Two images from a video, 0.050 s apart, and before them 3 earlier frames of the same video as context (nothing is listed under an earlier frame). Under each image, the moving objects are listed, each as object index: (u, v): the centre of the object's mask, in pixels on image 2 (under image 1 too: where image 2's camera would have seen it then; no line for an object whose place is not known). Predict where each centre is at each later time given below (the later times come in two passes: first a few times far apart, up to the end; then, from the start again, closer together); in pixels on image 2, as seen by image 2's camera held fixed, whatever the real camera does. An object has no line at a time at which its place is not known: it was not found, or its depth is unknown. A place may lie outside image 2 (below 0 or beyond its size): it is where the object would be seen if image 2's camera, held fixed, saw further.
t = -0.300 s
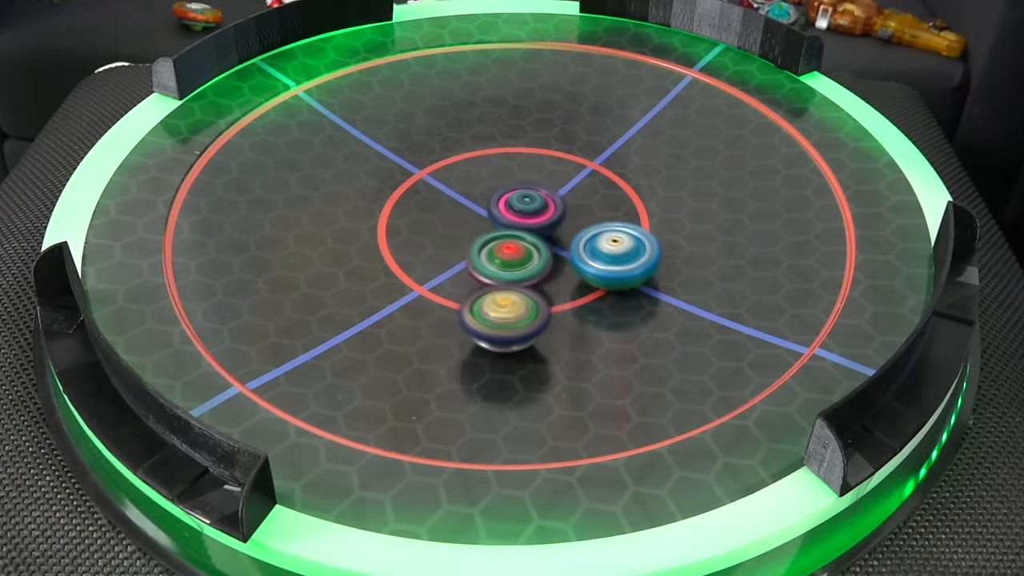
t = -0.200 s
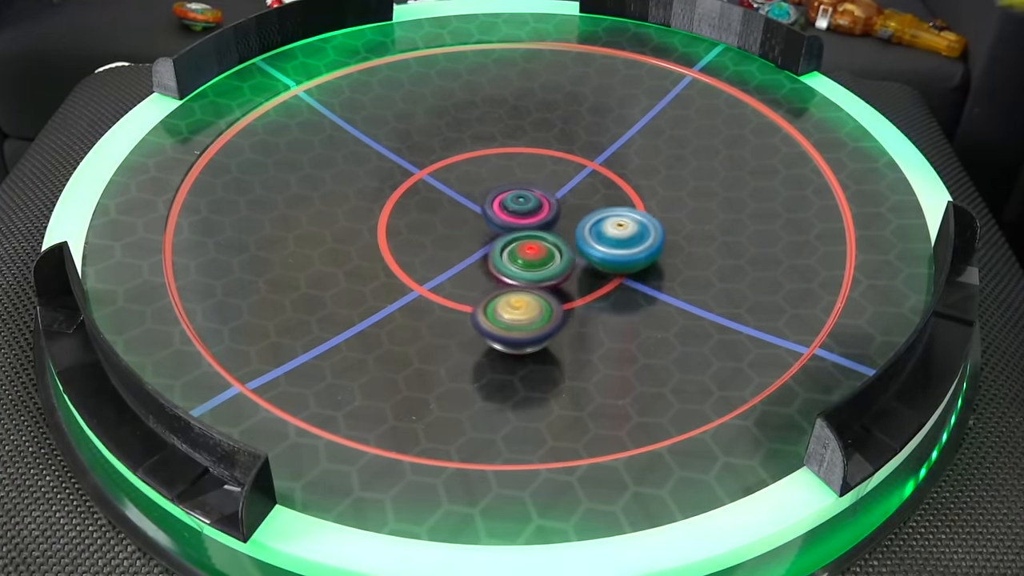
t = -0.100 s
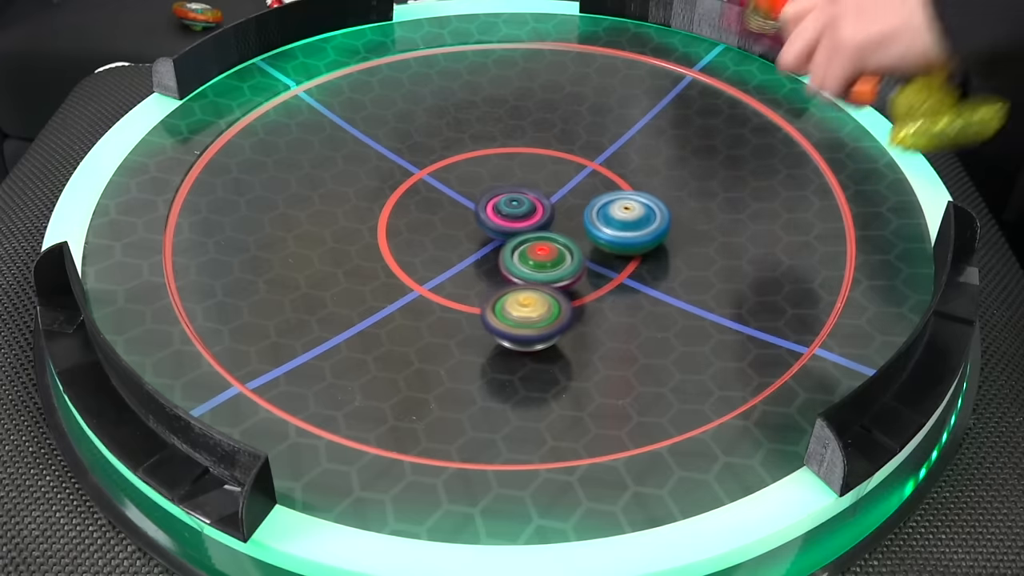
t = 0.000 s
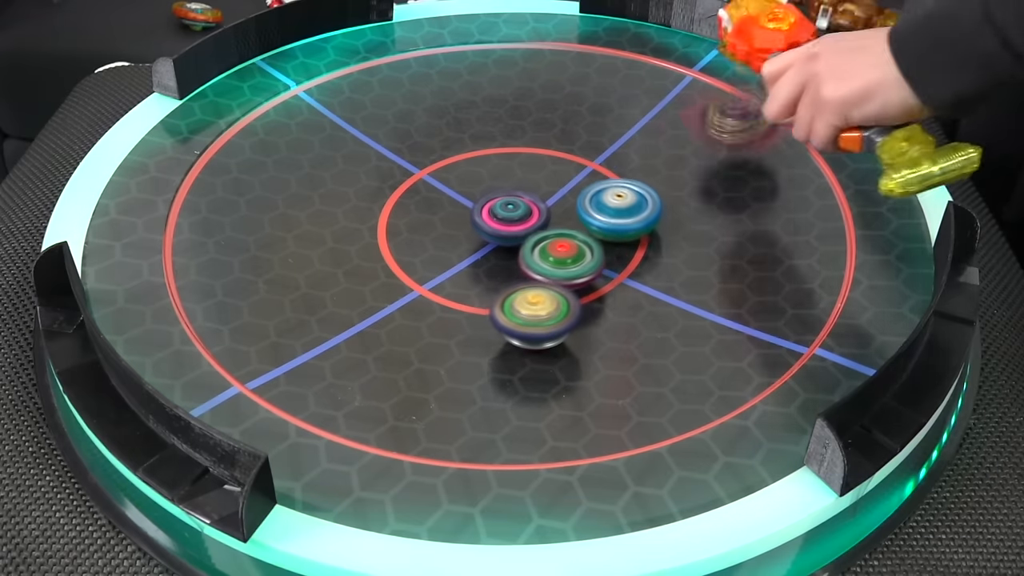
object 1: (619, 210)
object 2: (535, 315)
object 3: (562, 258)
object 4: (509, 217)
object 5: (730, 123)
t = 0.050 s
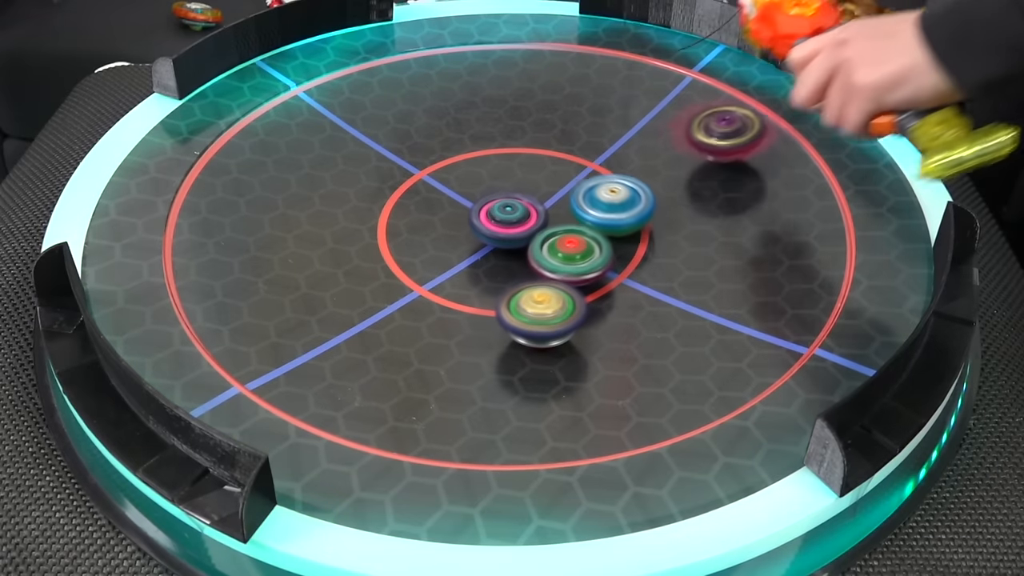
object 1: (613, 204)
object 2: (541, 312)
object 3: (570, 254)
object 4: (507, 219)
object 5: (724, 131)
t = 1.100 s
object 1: (476, 192)
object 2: (580, 201)
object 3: (550, 147)
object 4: (359, 120)
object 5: (739, 216)
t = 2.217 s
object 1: (552, 270)
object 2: (620, 176)
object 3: (544, 214)
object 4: (474, 186)
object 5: (601, 322)
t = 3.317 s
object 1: (630, 289)
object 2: (626, 119)
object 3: (521, 247)
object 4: (442, 172)
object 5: (434, 367)
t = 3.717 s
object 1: (594, 291)
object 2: (603, 107)
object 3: (499, 259)
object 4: (490, 207)
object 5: (380, 329)
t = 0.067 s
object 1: (610, 201)
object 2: (543, 311)
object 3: (573, 252)
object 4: (507, 220)
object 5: (719, 133)
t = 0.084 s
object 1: (608, 198)
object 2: (544, 311)
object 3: (575, 251)
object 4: (507, 220)
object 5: (717, 135)
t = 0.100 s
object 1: (605, 196)
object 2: (545, 309)
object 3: (577, 249)
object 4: (506, 220)
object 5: (710, 138)
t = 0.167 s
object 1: (592, 190)
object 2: (550, 305)
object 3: (584, 242)
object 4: (502, 219)
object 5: (682, 147)
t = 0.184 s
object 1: (588, 188)
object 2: (552, 304)
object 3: (585, 241)
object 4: (500, 219)
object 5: (675, 150)
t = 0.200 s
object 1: (584, 186)
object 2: (553, 302)
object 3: (586, 239)
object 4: (498, 218)
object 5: (669, 154)
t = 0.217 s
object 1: (580, 185)
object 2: (554, 300)
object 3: (587, 238)
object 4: (496, 218)
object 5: (665, 157)
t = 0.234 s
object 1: (576, 183)
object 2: (555, 299)
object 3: (587, 236)
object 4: (495, 218)
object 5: (659, 161)
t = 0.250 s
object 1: (571, 182)
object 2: (556, 297)
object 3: (587, 234)
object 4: (495, 217)
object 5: (658, 163)
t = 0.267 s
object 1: (563, 180)
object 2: (557, 296)
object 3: (587, 233)
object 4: (494, 216)
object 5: (655, 167)
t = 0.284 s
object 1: (555, 179)
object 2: (557, 294)
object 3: (587, 231)
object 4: (494, 215)
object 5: (652, 171)
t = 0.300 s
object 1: (547, 176)
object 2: (558, 293)
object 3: (587, 229)
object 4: (494, 215)
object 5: (649, 175)
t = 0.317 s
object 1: (540, 173)
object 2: (558, 291)
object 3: (584, 227)
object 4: (491, 215)
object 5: (650, 176)
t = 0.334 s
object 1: (533, 170)
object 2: (559, 290)
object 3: (580, 226)
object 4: (490, 215)
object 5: (649, 181)
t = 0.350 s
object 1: (527, 168)
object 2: (560, 288)
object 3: (574, 224)
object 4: (489, 215)
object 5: (652, 185)
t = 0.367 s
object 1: (521, 166)
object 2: (560, 287)
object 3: (567, 221)
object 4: (487, 214)
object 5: (656, 191)
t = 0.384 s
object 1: (515, 164)
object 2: (560, 285)
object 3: (572, 219)
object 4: (476, 213)
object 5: (661, 194)
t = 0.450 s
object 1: (494, 161)
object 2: (560, 279)
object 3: (593, 208)
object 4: (428, 202)
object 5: (686, 210)
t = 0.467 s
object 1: (489, 161)
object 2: (560, 278)
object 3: (597, 205)
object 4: (419, 199)
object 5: (691, 213)
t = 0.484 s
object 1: (485, 161)
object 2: (560, 276)
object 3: (599, 202)
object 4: (412, 195)
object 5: (695, 217)
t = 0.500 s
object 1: (481, 161)
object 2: (559, 274)
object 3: (601, 199)
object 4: (407, 191)
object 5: (699, 220)
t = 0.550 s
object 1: (472, 163)
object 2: (557, 268)
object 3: (603, 189)
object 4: (395, 179)
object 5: (708, 227)
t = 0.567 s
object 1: (470, 164)
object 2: (557, 266)
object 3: (604, 186)
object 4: (393, 175)
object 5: (711, 229)
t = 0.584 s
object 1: (471, 163)
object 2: (557, 263)
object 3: (604, 183)
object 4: (386, 172)
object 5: (714, 230)
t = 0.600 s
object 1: (474, 163)
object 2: (556, 261)
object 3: (603, 180)
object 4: (380, 170)
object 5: (718, 232)
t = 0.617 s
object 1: (476, 163)
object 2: (555, 259)
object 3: (602, 178)
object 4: (374, 167)
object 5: (721, 233)
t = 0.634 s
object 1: (477, 163)
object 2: (554, 256)
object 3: (601, 175)
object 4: (371, 165)
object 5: (725, 234)
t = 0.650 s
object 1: (479, 163)
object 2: (553, 255)
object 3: (600, 172)
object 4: (368, 162)
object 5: (729, 234)
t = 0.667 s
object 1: (480, 164)
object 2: (552, 253)
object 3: (599, 170)
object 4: (365, 159)
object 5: (731, 234)
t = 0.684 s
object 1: (481, 164)
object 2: (552, 250)
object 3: (597, 168)
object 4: (363, 156)
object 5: (733, 234)
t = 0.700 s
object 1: (481, 165)
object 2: (552, 248)
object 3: (595, 166)
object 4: (361, 154)
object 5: (737, 234)
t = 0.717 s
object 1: (482, 166)
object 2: (552, 245)
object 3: (593, 164)
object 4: (359, 151)
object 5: (738, 233)
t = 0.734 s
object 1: (482, 166)
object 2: (552, 243)
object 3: (591, 162)
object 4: (357, 149)
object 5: (736, 234)
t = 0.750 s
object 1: (482, 167)
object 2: (552, 240)
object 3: (589, 160)
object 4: (356, 147)
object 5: (740, 232)
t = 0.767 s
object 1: (482, 168)
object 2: (552, 238)
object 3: (587, 159)
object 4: (355, 145)
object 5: (741, 232)
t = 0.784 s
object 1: (481, 169)
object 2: (552, 236)
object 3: (585, 158)
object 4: (354, 143)
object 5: (742, 231)
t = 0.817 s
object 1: (481, 171)
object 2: (553, 231)
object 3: (581, 155)
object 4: (353, 140)
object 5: (743, 230)
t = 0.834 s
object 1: (481, 172)
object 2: (554, 229)
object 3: (579, 154)
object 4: (352, 138)
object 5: (744, 229)
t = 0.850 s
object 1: (480, 173)
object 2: (555, 226)
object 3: (577, 154)
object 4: (352, 136)
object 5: (745, 227)
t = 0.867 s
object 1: (479, 174)
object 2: (556, 224)
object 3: (575, 153)
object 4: (352, 135)
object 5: (746, 226)
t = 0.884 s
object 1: (479, 175)
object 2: (558, 222)
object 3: (573, 152)
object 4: (352, 133)
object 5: (746, 226)
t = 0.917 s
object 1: (477, 178)
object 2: (561, 218)
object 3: (570, 150)
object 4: (352, 130)
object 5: (747, 223)
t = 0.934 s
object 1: (477, 179)
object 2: (563, 216)
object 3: (568, 149)
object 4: (352, 129)
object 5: (746, 222)
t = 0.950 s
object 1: (476, 181)
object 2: (564, 214)
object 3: (566, 149)
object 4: (353, 127)
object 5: (746, 221)
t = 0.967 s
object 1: (476, 182)
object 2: (565, 212)
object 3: (564, 148)
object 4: (353, 126)
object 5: (746, 220)
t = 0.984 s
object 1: (476, 183)
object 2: (567, 211)
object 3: (563, 148)
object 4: (354, 125)
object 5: (746, 220)
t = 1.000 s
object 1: (476, 185)
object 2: (568, 209)
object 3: (561, 148)
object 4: (354, 124)
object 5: (745, 219)
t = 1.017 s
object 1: (475, 186)
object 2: (570, 207)
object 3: (559, 147)
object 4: (355, 123)
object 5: (745, 219)
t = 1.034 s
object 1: (475, 188)
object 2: (572, 206)
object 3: (558, 147)
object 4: (356, 122)
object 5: (744, 219)
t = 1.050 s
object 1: (476, 189)
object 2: (574, 205)
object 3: (556, 147)
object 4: (357, 121)
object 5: (743, 218)
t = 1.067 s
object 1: (475, 190)
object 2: (576, 203)
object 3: (554, 147)
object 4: (358, 121)
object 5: (742, 218)
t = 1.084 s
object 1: (475, 191)
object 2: (578, 202)
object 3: (552, 147)
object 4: (358, 120)
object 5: (740, 217)
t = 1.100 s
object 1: (476, 192)
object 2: (580, 201)
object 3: (550, 147)
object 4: (359, 120)
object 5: (739, 216)
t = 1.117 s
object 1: (476, 194)
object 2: (582, 200)
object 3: (549, 147)
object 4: (361, 119)
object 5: (737, 215)
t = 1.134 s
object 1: (476, 195)
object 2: (584, 199)
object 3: (547, 147)
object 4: (362, 118)
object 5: (734, 215)
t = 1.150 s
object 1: (477, 196)
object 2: (586, 198)
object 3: (545, 147)
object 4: (363, 118)
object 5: (732, 214)
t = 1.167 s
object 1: (477, 198)
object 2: (588, 198)
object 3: (544, 147)
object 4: (364, 118)
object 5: (730, 214)
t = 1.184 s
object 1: (478, 199)
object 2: (590, 197)
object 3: (542, 147)
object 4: (365, 117)
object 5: (728, 214)
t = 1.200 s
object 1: (479, 200)
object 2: (592, 197)
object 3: (540, 148)
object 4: (367, 116)
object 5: (726, 213)
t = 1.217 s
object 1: (480, 202)
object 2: (594, 196)
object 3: (538, 148)
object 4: (368, 116)
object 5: (724, 213)
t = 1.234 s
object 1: (480, 203)
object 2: (596, 196)
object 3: (537, 148)
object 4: (370, 116)
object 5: (722, 213)
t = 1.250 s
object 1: (482, 204)
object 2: (598, 196)
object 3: (535, 149)
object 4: (372, 115)
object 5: (720, 212)
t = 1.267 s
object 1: (482, 205)
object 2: (599, 196)
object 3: (533, 149)
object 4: (374, 115)
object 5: (718, 212)
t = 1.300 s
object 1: (484, 207)
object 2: (602, 197)
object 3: (528, 150)
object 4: (379, 115)
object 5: (712, 213)
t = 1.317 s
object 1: (485, 208)
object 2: (603, 197)
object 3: (526, 151)
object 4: (381, 115)
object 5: (708, 212)
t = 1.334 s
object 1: (487, 209)
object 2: (603, 198)
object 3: (524, 152)
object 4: (383, 115)
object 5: (706, 213)
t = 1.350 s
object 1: (488, 210)
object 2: (604, 198)
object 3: (522, 153)
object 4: (386, 116)
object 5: (704, 213)
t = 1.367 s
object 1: (489, 211)
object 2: (604, 199)
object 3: (520, 154)
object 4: (388, 116)
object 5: (701, 214)
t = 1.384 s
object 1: (490, 212)
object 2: (603, 199)
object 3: (518, 155)
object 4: (390, 117)
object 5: (699, 215)
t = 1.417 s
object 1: (493, 214)
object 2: (602, 200)
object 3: (514, 157)
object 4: (395, 117)
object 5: (691, 217)
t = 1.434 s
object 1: (494, 215)
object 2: (600, 200)
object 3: (512, 158)
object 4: (398, 118)
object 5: (689, 218)
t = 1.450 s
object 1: (496, 216)
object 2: (598, 200)
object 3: (510, 159)
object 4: (400, 118)
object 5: (687, 220)
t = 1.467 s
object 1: (497, 217)
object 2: (595, 200)
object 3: (509, 161)
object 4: (403, 119)
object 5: (686, 223)
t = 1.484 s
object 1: (498, 217)
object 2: (593, 200)
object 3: (507, 162)
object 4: (406, 120)
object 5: (686, 224)
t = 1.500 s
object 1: (500, 218)
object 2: (590, 200)
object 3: (506, 163)
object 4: (409, 121)
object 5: (683, 227)
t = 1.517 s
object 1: (501, 219)
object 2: (588, 200)
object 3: (505, 164)
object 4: (412, 122)
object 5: (682, 230)
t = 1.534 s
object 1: (502, 221)
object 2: (586, 200)
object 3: (503, 165)
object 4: (414, 124)
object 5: (681, 232)
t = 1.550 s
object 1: (503, 222)
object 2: (585, 200)
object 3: (503, 166)
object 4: (417, 125)
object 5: (678, 234)
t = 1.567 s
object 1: (504, 224)
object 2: (583, 200)
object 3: (501, 167)
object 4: (420, 127)
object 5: (677, 237)
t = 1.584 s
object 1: (505, 225)
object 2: (582, 199)
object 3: (500, 168)
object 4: (422, 128)
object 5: (674, 239)
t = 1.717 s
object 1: (509, 235)
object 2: (577, 188)
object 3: (493, 179)
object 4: (446, 140)
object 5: (654, 261)
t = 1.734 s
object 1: (510, 236)
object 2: (577, 186)
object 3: (493, 181)
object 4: (448, 141)
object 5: (651, 265)
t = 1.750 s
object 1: (511, 237)
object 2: (576, 185)
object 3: (494, 182)
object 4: (450, 142)
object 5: (648, 268)
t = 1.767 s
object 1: (512, 239)
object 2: (576, 184)
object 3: (496, 183)
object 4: (453, 143)
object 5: (645, 271)
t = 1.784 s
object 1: (513, 242)
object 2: (577, 182)
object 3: (497, 185)
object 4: (455, 144)
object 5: (643, 274)
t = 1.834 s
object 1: (516, 247)
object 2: (581, 179)
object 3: (498, 192)
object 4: (465, 147)
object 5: (635, 282)
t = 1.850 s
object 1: (517, 249)
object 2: (582, 178)
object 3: (498, 194)
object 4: (469, 148)
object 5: (632, 284)
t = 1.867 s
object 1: (519, 251)
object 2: (582, 177)
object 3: (499, 196)
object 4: (472, 150)
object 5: (631, 287)
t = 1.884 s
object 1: (521, 253)
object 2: (583, 176)
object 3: (501, 198)
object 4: (475, 151)
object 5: (629, 288)
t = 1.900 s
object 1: (522, 255)
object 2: (583, 176)
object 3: (503, 199)
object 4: (478, 153)
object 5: (627, 291)
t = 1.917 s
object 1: (524, 257)
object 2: (584, 175)
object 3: (505, 201)
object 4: (481, 154)
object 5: (626, 293)
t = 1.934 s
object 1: (526, 259)
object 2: (584, 175)
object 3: (507, 203)
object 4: (485, 155)
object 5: (625, 295)
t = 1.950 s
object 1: (527, 260)
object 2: (584, 175)
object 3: (510, 204)
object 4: (488, 157)
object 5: (624, 296)
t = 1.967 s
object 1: (529, 261)
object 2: (584, 175)
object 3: (512, 206)
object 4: (491, 158)
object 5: (622, 298)
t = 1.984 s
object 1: (530, 263)
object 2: (584, 175)
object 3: (515, 207)
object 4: (494, 160)
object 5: (621, 299)
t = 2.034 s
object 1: (535, 266)
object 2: (583, 176)
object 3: (524, 211)
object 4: (500, 163)
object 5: (618, 303)
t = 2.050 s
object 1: (536, 267)
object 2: (583, 176)
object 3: (527, 212)
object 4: (503, 164)
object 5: (617, 304)
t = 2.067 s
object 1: (537, 269)
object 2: (583, 176)
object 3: (529, 213)
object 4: (505, 166)
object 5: (616, 305)
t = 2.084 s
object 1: (538, 270)
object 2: (586, 175)
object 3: (531, 214)
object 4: (503, 167)
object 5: (615, 307)
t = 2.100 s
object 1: (540, 270)
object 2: (592, 175)
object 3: (533, 214)
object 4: (498, 169)
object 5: (612, 307)
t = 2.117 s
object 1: (542, 270)
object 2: (599, 175)
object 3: (535, 215)
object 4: (493, 171)
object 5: (611, 310)
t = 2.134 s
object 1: (544, 270)
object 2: (604, 175)
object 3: (537, 215)
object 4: (488, 174)
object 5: (609, 312)
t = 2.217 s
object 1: (552, 270)
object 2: (620, 176)
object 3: (544, 214)
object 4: (474, 186)
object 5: (601, 322)
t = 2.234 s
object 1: (554, 270)
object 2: (621, 176)
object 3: (545, 214)
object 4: (472, 188)
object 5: (599, 323)
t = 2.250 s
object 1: (555, 270)
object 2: (622, 177)
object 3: (546, 214)
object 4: (470, 190)
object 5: (599, 324)
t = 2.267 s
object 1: (557, 270)
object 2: (623, 178)
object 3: (547, 214)
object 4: (469, 192)
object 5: (599, 325)
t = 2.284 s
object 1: (558, 270)
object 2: (623, 178)
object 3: (548, 213)
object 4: (467, 193)
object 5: (598, 325)
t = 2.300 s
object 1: (559, 270)
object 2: (623, 179)
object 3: (548, 213)
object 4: (466, 195)
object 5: (598, 325)
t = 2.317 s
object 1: (560, 270)
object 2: (623, 180)
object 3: (549, 213)
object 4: (464, 196)
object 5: (599, 325)
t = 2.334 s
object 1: (561, 270)
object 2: (623, 180)
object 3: (550, 213)
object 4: (463, 197)
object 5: (599, 326)
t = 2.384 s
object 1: (563, 270)
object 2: (621, 182)
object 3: (550, 213)
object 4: (459, 198)
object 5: (599, 327)
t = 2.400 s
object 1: (564, 270)
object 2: (620, 183)
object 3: (551, 213)
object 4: (458, 198)
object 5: (600, 328)
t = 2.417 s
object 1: (565, 270)
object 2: (619, 184)
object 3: (550, 213)
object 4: (457, 199)
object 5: (600, 328)
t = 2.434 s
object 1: (565, 270)
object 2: (618, 185)
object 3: (550, 213)
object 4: (456, 199)
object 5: (600, 328)
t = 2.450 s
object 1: (566, 270)
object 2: (621, 183)
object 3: (545, 215)
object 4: (454, 199)
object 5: (601, 329)
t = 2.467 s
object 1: (567, 270)
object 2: (624, 181)
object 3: (539, 218)
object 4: (453, 199)
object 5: (601, 329)
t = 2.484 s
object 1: (568, 272)
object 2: (626, 180)
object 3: (535, 219)
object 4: (451, 199)
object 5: (601, 329)
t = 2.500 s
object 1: (569, 273)
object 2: (627, 179)
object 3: (530, 219)
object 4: (450, 200)
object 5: (601, 329)
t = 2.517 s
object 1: (571, 273)
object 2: (629, 178)
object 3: (527, 220)
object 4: (449, 200)
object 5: (601, 329)
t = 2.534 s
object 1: (573, 274)
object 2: (629, 177)
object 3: (523, 220)
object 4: (448, 199)
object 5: (600, 330)
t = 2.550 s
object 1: (575, 275)
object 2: (630, 177)
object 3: (523, 221)
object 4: (443, 199)
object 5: (599, 331)
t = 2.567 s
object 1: (577, 275)
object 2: (631, 177)
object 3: (528, 222)
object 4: (434, 196)
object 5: (596, 332)
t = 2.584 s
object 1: (579, 275)
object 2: (631, 177)
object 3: (533, 224)
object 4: (427, 194)
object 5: (594, 334)
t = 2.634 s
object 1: (584, 275)
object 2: (631, 177)
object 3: (543, 225)
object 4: (410, 189)
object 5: (590, 337)
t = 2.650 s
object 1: (585, 276)
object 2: (631, 177)
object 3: (546, 225)
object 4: (406, 188)
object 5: (589, 338)
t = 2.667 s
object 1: (586, 276)
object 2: (630, 178)
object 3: (548, 225)
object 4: (403, 186)
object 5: (588, 339)
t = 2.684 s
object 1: (586, 276)
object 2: (630, 178)
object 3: (550, 225)
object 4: (400, 184)
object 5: (587, 339)
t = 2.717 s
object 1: (586, 276)
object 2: (628, 179)
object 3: (554, 225)
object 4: (396, 181)
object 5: (585, 340)
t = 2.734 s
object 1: (586, 277)
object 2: (627, 179)
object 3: (556, 225)
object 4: (395, 180)
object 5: (585, 340)
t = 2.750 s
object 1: (586, 277)
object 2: (626, 180)
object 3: (557, 225)
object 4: (394, 178)
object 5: (584, 340)
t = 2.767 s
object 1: (586, 277)
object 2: (625, 180)
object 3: (558, 225)
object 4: (393, 177)
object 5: (584, 340)
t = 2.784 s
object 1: (585, 278)
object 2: (623, 181)
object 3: (559, 224)
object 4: (393, 176)
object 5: (583, 339)
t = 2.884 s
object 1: (587, 277)
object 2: (616, 183)
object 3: (565, 224)
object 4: (391, 169)
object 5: (571, 337)
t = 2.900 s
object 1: (587, 277)
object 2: (614, 183)
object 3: (566, 224)
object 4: (391, 168)
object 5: (569, 337)
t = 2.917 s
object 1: (588, 277)
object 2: (613, 182)
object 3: (565, 224)
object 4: (392, 168)
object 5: (567, 338)
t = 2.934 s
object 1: (590, 281)
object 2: (612, 181)
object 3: (564, 223)
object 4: (392, 167)
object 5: (564, 338)
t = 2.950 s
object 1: (593, 285)
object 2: (613, 176)
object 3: (559, 224)
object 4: (392, 167)
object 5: (558, 340)
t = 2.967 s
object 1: (599, 287)
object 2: (615, 170)
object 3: (554, 226)
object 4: (392, 166)
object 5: (549, 345)
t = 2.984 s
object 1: (605, 290)
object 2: (617, 164)
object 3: (549, 227)
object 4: (393, 166)
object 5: (541, 349)
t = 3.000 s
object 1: (610, 291)
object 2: (618, 160)
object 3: (545, 228)
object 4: (394, 166)
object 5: (533, 351)
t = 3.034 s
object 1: (619, 292)
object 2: (620, 152)
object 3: (539, 231)
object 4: (395, 165)
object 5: (518, 356)
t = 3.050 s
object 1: (622, 292)
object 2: (621, 148)
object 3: (536, 232)
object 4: (397, 165)
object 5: (510, 359)
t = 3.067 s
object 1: (625, 292)
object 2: (622, 145)
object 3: (534, 234)
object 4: (398, 165)
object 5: (503, 361)
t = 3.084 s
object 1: (627, 292)
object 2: (623, 142)
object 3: (533, 235)
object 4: (400, 165)
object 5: (496, 362)
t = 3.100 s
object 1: (629, 291)
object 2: (623, 140)
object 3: (531, 237)
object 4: (402, 165)
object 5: (491, 363)
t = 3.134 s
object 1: (632, 291)
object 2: (624, 136)
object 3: (529, 239)
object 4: (406, 165)
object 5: (480, 365)
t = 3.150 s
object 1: (633, 291)
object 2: (624, 134)
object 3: (528, 241)
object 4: (409, 165)
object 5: (475, 365)
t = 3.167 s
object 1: (633, 291)
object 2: (624, 132)
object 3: (527, 242)
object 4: (411, 166)
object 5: (471, 366)
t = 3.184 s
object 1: (634, 290)
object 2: (625, 130)
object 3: (527, 242)
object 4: (414, 166)
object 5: (466, 367)
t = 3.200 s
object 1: (634, 290)
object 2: (625, 129)
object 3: (526, 243)
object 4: (417, 167)
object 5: (462, 367)
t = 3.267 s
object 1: (633, 289)
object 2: (626, 123)
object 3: (524, 245)
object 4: (432, 170)
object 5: (444, 368)
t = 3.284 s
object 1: (632, 289)
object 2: (626, 121)
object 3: (523, 246)
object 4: (435, 170)
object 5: (440, 368)
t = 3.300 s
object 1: (631, 289)
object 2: (626, 120)
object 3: (522, 246)
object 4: (439, 171)
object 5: (437, 368)
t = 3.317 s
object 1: (630, 289)
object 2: (626, 119)
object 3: (521, 247)
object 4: (442, 172)
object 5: (434, 367)
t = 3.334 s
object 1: (628, 289)
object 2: (626, 118)
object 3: (520, 247)
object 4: (445, 173)
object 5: (430, 366)
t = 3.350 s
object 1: (627, 289)
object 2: (625, 117)
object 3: (519, 248)
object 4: (448, 174)
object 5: (428, 366)
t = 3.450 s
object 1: (616, 288)
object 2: (622, 112)
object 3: (513, 251)
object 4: (467, 183)
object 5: (412, 361)
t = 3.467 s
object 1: (615, 288)
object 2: (621, 111)
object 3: (512, 252)
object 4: (471, 185)
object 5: (410, 359)
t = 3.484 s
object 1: (613, 288)
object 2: (621, 110)
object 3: (512, 252)
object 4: (474, 187)
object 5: (408, 358)
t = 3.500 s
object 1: (611, 288)
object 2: (620, 110)
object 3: (511, 253)
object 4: (477, 189)
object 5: (406, 357)
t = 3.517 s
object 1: (609, 287)
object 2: (619, 109)
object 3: (511, 253)
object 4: (479, 191)
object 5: (404, 355)
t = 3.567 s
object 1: (602, 287)
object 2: (616, 108)
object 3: (509, 254)
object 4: (485, 197)
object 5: (395, 348)
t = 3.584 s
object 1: (600, 287)
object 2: (615, 107)
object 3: (509, 255)
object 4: (487, 199)
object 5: (394, 347)
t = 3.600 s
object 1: (598, 287)
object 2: (614, 107)
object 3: (508, 255)
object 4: (488, 201)
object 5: (392, 345)
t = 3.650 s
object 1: (590, 287)
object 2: (610, 107)
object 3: (508, 258)
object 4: (491, 206)
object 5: (387, 339)
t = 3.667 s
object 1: (590, 287)
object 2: (608, 107)
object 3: (507, 259)
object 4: (491, 206)
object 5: (386, 337)
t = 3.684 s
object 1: (591, 289)
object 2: (607, 107)
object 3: (504, 259)
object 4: (491, 207)
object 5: (383, 334)
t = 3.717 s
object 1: (594, 291)
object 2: (603, 107)
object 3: (499, 259)
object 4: (490, 207)
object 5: (380, 329)
